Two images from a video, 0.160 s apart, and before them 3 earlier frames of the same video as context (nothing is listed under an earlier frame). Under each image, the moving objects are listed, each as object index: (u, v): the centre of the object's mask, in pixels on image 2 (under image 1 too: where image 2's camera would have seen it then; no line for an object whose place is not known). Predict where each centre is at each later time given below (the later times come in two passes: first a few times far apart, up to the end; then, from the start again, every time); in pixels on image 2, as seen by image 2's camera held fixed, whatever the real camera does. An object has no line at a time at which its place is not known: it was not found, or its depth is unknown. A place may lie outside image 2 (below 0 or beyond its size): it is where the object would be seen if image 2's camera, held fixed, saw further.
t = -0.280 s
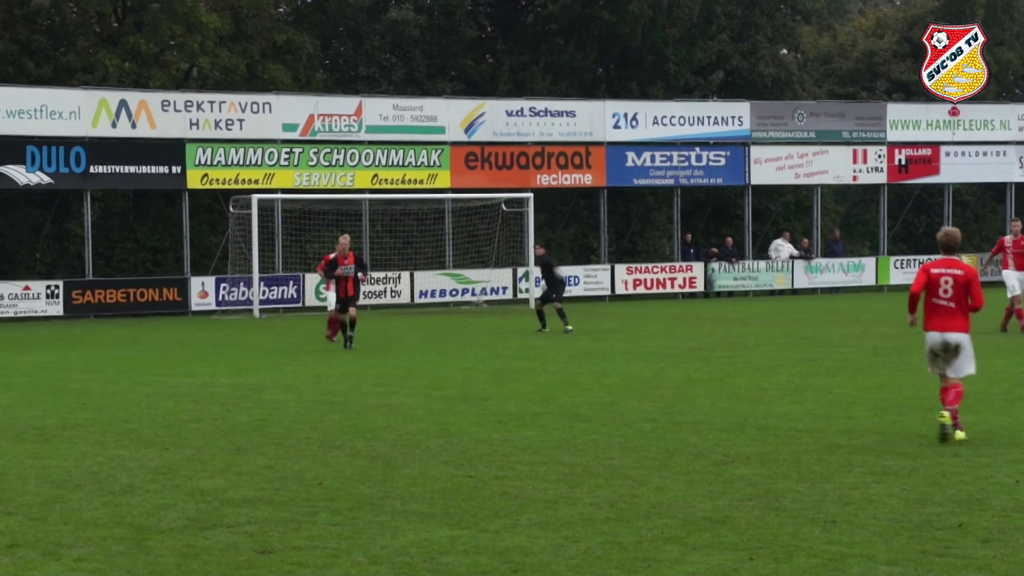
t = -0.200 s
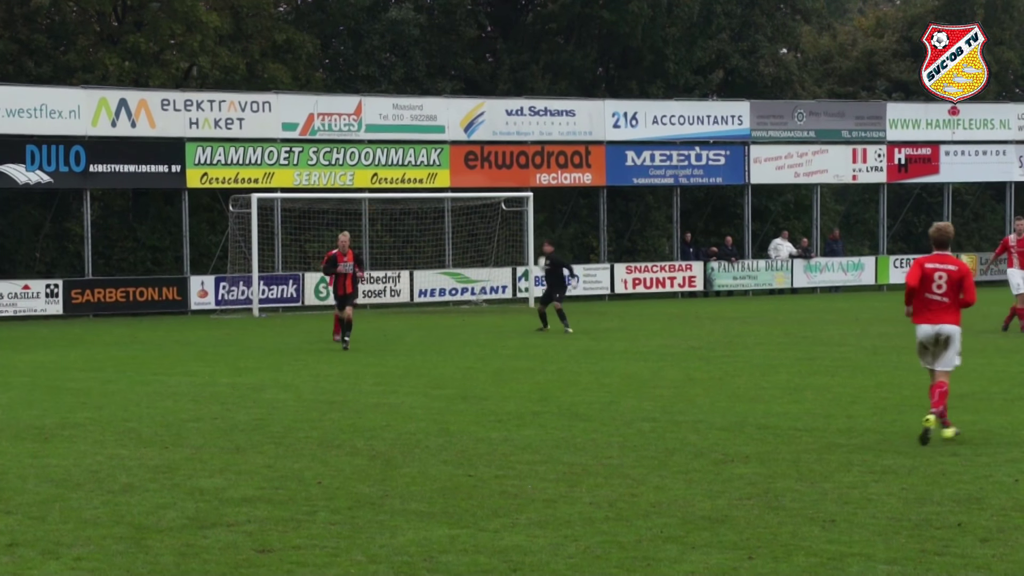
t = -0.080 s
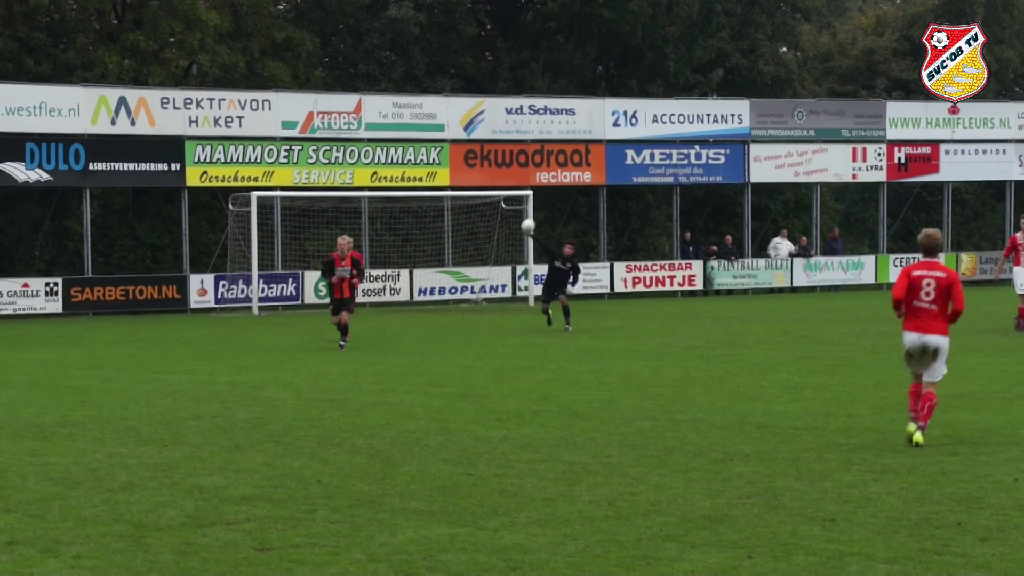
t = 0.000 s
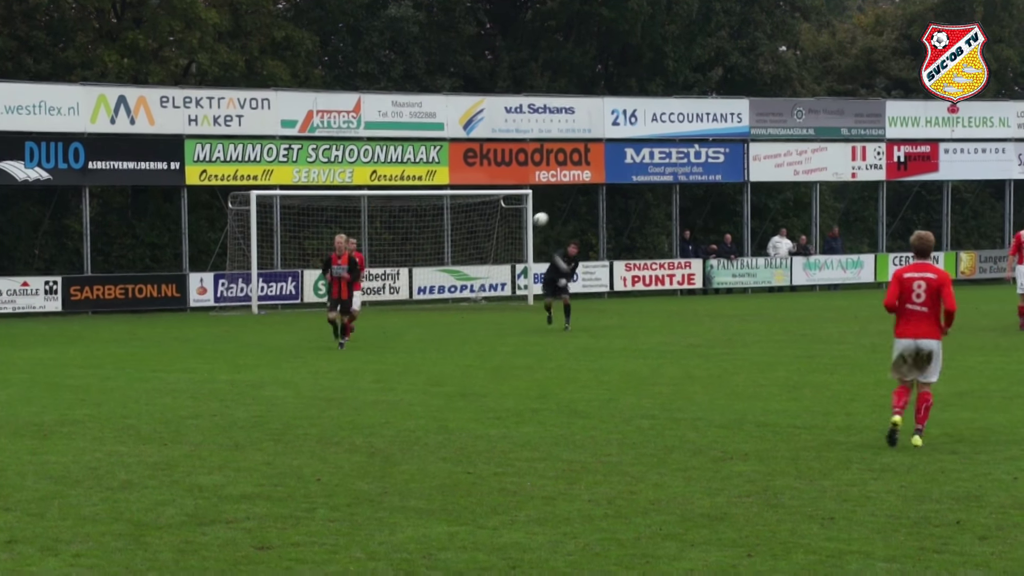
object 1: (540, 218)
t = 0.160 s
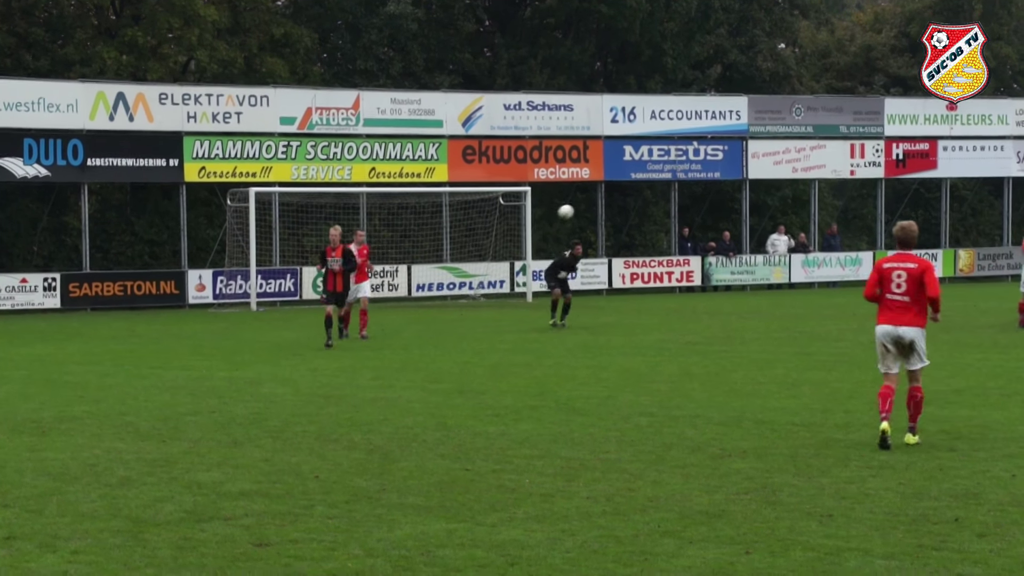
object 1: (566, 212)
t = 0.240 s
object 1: (579, 213)
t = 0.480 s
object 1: (614, 230)
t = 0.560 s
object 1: (620, 243)
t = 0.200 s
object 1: (572, 211)
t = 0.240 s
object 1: (579, 213)
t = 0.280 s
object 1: (585, 215)
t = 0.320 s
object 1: (590, 217)
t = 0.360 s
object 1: (596, 217)
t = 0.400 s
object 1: (602, 221)
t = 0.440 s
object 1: (608, 225)
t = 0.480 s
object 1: (614, 230)
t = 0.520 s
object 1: (616, 235)
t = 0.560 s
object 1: (620, 243)
